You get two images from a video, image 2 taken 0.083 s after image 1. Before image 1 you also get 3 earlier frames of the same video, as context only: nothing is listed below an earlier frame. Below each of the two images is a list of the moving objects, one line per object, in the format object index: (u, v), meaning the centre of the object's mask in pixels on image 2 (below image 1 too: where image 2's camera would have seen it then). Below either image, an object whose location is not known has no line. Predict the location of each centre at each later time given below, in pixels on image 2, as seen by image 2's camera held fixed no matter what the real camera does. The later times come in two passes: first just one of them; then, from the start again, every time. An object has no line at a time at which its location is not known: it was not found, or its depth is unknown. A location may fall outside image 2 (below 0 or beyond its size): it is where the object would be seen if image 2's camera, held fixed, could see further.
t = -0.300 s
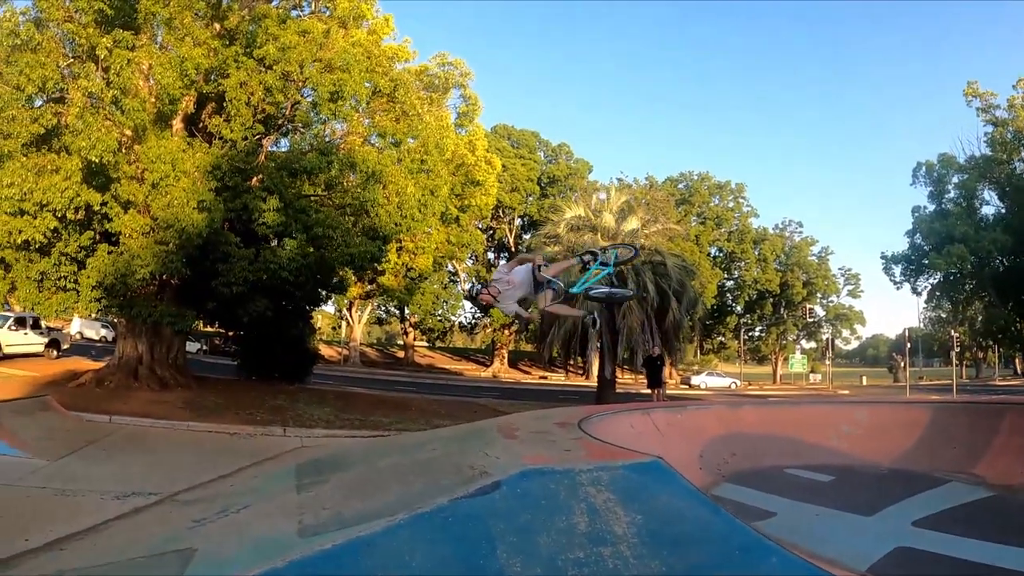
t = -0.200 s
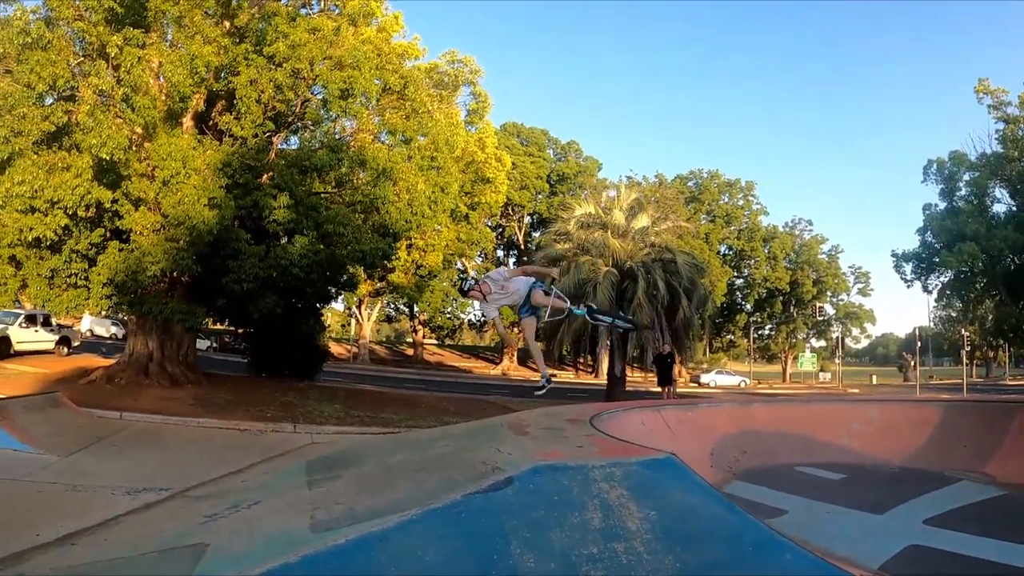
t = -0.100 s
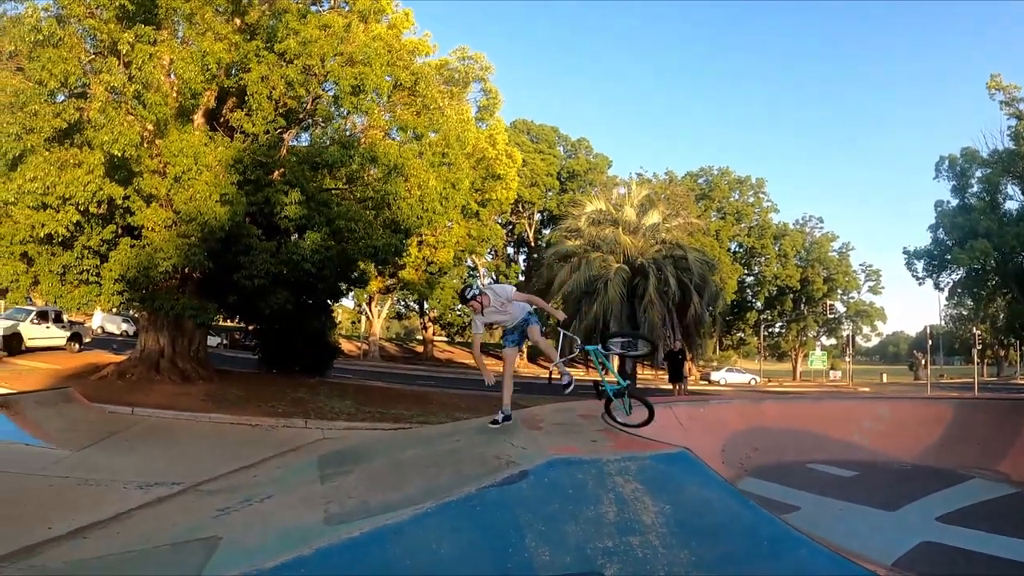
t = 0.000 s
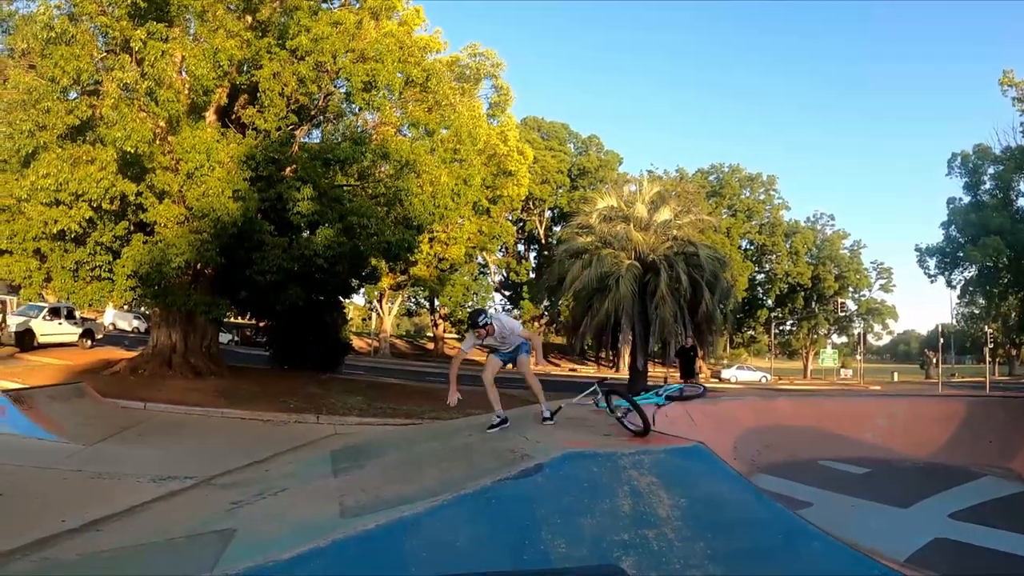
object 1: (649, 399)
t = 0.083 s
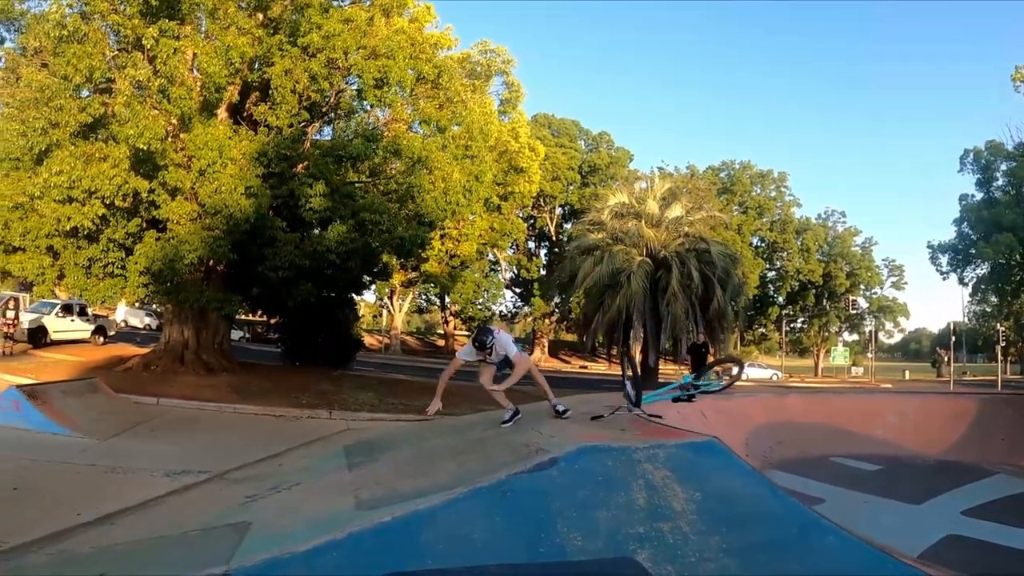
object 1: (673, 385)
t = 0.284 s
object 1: (709, 373)
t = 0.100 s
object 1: (679, 383)
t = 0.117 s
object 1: (687, 382)
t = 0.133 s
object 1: (691, 379)
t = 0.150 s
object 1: (693, 377)
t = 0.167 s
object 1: (694, 375)
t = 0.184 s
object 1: (695, 374)
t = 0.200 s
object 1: (698, 373)
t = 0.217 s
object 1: (701, 373)
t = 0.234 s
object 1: (702, 372)
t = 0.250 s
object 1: (703, 371)
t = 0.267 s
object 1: (706, 371)
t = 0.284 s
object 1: (709, 373)
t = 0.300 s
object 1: (711, 374)
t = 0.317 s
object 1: (712, 374)
